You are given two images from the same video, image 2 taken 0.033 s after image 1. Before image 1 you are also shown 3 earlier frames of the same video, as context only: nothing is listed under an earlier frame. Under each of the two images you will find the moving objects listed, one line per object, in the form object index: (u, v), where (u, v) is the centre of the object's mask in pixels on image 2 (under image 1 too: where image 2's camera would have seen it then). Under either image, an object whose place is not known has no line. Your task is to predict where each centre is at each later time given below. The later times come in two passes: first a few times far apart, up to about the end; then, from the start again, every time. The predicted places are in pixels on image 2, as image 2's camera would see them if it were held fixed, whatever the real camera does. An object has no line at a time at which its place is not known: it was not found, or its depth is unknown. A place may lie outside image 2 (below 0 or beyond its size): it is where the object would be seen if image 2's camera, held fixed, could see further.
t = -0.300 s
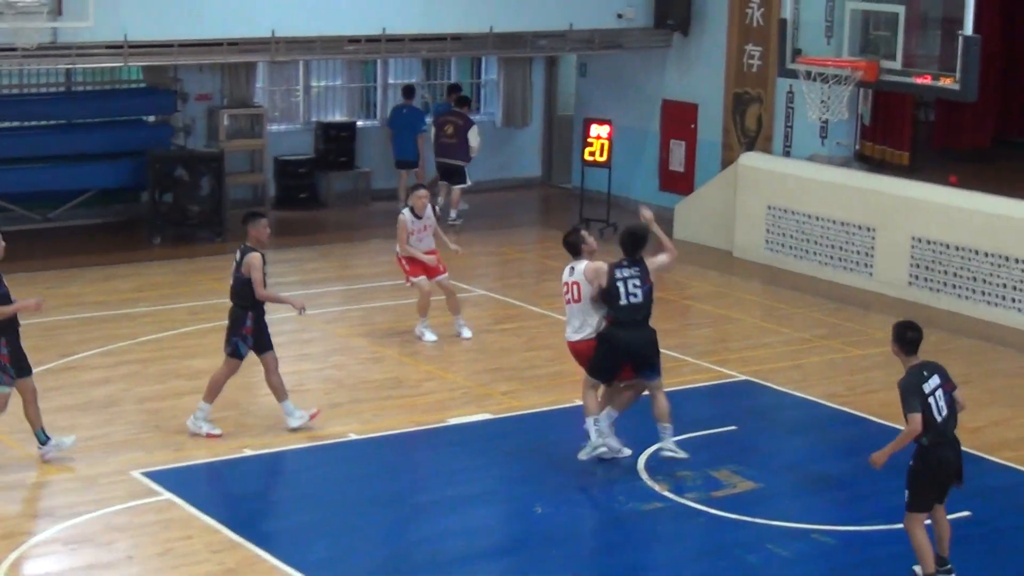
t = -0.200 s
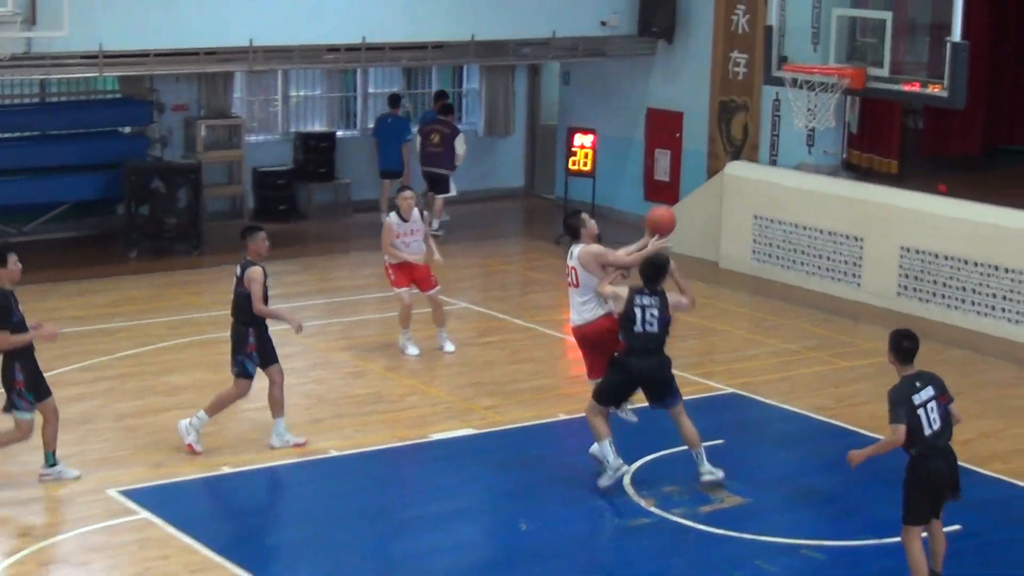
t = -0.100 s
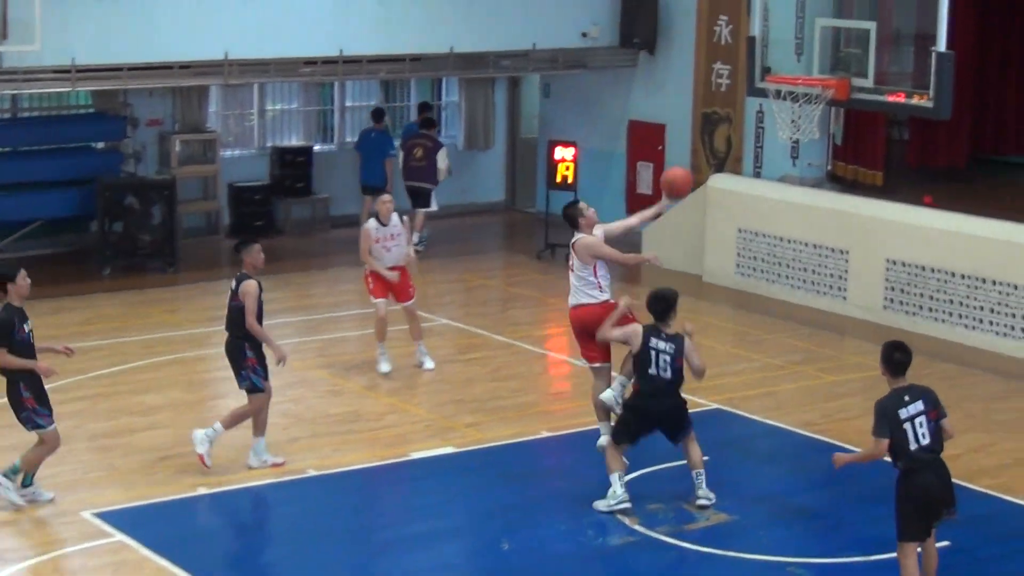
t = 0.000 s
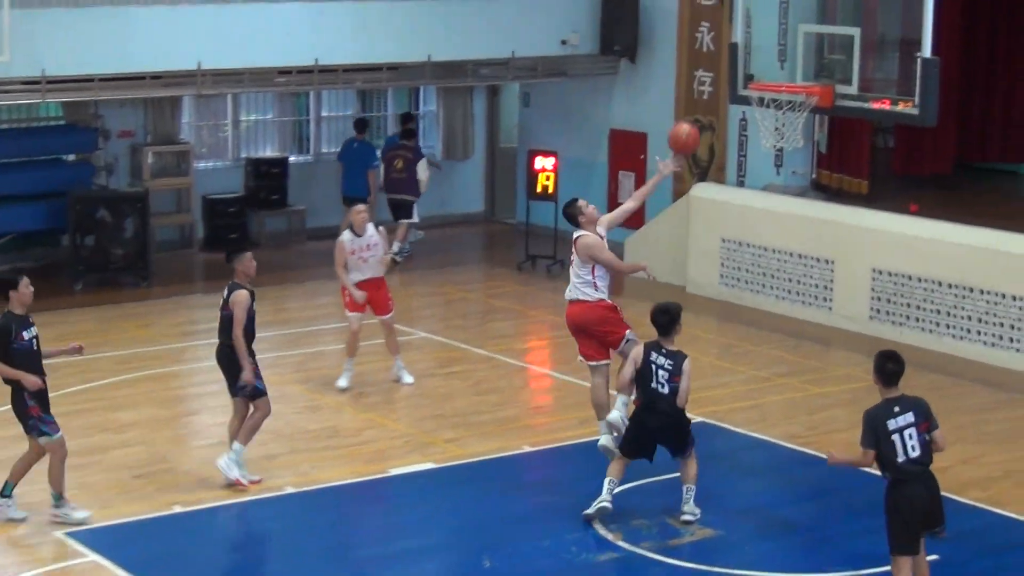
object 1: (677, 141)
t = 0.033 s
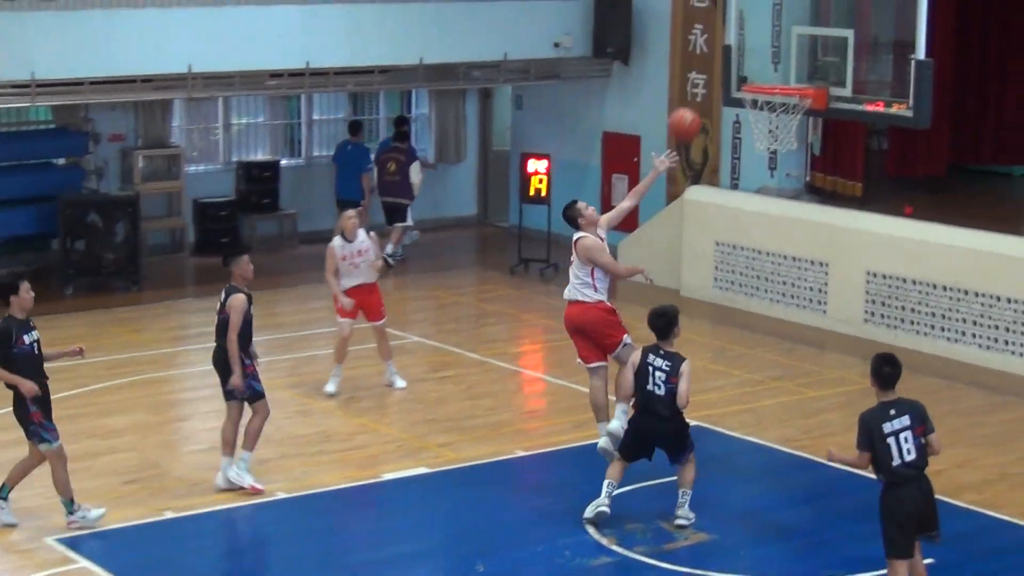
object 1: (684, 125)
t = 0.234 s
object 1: (727, 57)
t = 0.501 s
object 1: (783, 53)
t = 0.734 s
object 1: (796, 64)
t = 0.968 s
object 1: (791, 113)
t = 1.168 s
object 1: (772, 154)
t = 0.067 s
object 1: (691, 110)
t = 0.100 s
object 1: (698, 97)
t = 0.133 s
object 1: (705, 85)
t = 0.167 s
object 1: (713, 74)
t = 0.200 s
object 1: (721, 64)
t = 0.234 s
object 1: (727, 57)
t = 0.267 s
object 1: (735, 51)
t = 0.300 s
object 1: (741, 47)
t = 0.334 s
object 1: (748, 45)
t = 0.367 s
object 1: (755, 43)
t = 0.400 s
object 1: (762, 43)
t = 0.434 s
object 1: (769, 45)
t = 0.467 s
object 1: (776, 48)
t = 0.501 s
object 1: (783, 53)
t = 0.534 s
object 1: (790, 59)
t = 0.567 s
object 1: (795, 66)
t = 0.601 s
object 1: (796, 69)
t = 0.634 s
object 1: (797, 66)
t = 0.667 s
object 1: (796, 63)
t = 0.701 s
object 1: (796, 63)
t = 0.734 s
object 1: (796, 64)
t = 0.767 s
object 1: (795, 67)
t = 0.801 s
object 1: (795, 70)
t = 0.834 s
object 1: (794, 75)
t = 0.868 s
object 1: (794, 79)
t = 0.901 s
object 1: (792, 90)
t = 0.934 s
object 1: (792, 105)
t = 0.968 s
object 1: (791, 113)
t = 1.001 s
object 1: (789, 124)
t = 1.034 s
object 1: (787, 130)
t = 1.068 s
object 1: (783, 135)
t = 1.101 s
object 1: (780, 140)
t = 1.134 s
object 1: (775, 146)
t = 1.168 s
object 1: (772, 154)
